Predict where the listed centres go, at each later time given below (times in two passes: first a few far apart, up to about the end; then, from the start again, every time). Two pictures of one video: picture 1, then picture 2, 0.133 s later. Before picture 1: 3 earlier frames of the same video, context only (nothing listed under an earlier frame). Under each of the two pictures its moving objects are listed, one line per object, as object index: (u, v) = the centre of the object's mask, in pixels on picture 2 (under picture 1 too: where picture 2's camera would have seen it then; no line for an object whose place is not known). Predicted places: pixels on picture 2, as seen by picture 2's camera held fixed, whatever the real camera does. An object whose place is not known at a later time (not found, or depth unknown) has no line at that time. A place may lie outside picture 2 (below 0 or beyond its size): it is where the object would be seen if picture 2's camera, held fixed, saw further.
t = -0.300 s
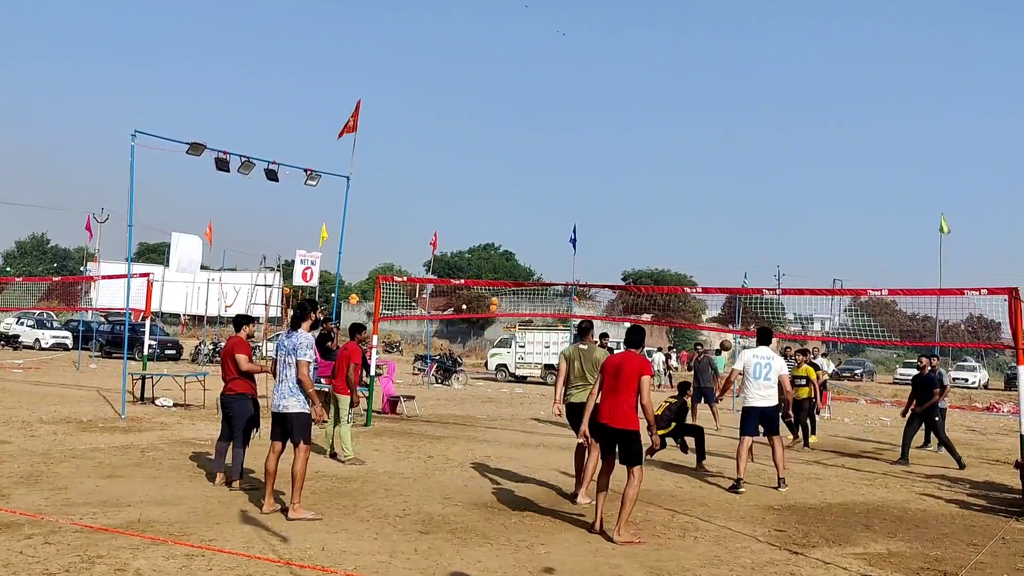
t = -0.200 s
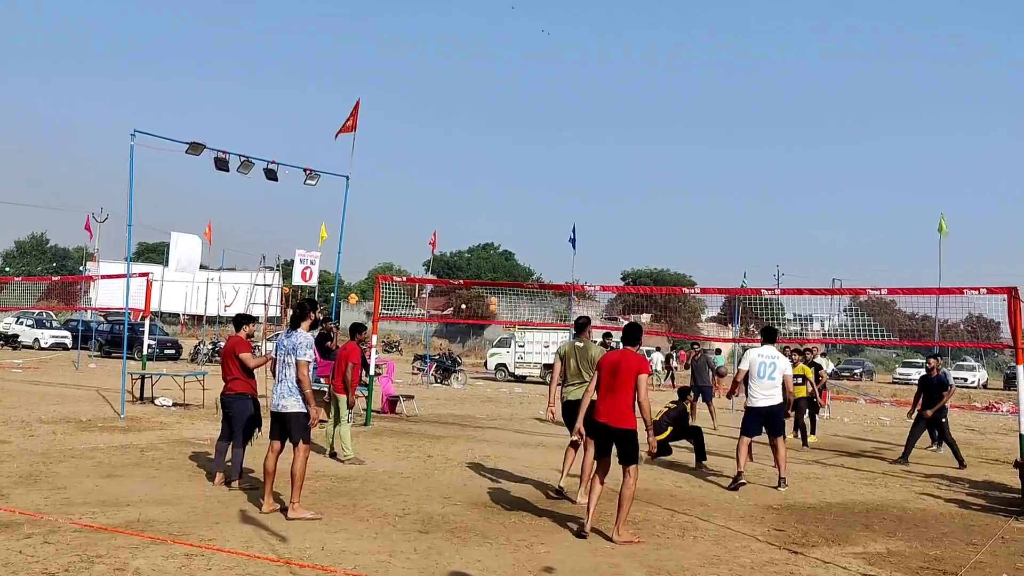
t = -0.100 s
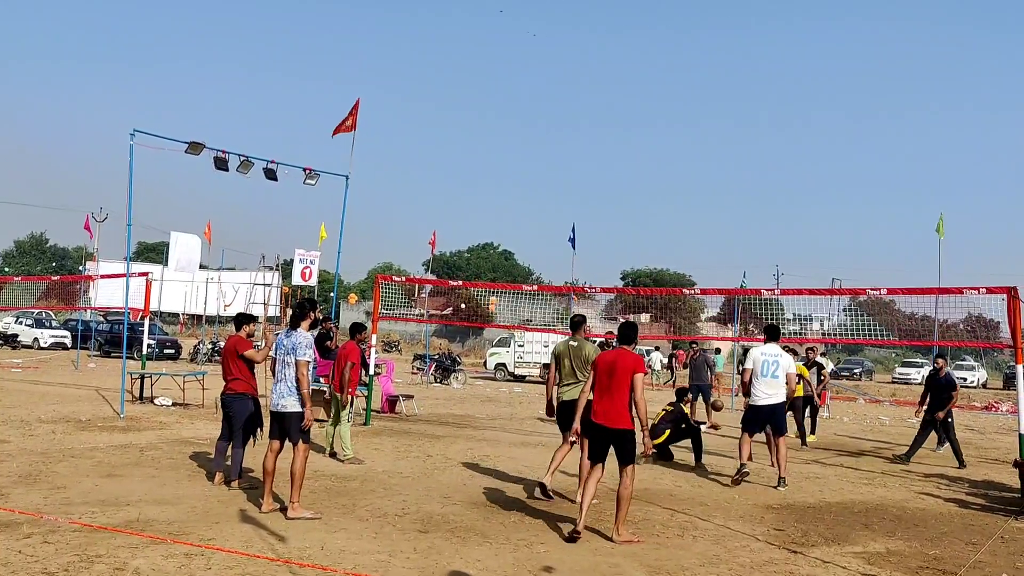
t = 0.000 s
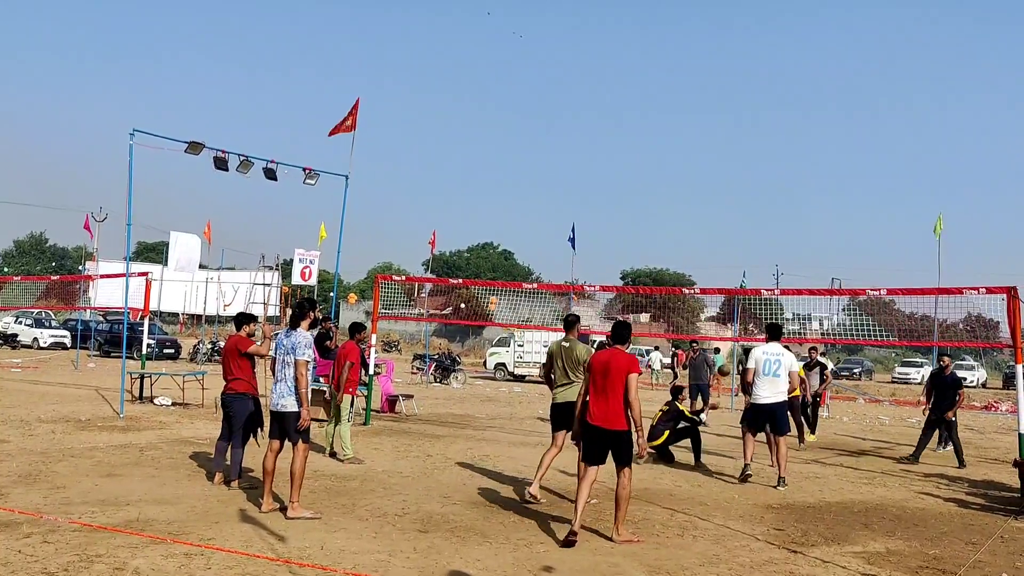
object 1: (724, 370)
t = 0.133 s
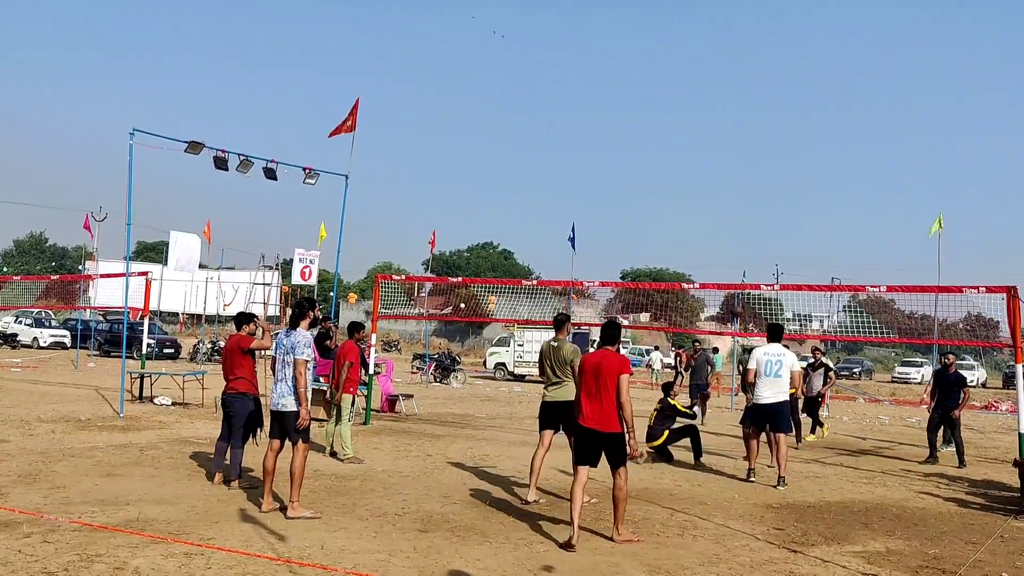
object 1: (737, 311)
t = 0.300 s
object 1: (752, 255)
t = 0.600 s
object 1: (779, 203)
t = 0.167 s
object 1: (739, 298)
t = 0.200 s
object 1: (743, 287)
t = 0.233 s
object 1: (746, 275)
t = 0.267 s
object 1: (749, 265)
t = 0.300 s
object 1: (752, 255)
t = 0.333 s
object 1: (755, 246)
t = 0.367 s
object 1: (758, 238)
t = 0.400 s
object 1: (761, 231)
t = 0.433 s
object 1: (764, 224)
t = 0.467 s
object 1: (767, 218)
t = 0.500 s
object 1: (770, 213)
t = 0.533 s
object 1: (773, 209)
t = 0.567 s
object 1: (776, 206)
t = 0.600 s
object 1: (779, 203)
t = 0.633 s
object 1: (782, 201)
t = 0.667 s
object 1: (785, 200)
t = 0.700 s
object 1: (788, 200)
